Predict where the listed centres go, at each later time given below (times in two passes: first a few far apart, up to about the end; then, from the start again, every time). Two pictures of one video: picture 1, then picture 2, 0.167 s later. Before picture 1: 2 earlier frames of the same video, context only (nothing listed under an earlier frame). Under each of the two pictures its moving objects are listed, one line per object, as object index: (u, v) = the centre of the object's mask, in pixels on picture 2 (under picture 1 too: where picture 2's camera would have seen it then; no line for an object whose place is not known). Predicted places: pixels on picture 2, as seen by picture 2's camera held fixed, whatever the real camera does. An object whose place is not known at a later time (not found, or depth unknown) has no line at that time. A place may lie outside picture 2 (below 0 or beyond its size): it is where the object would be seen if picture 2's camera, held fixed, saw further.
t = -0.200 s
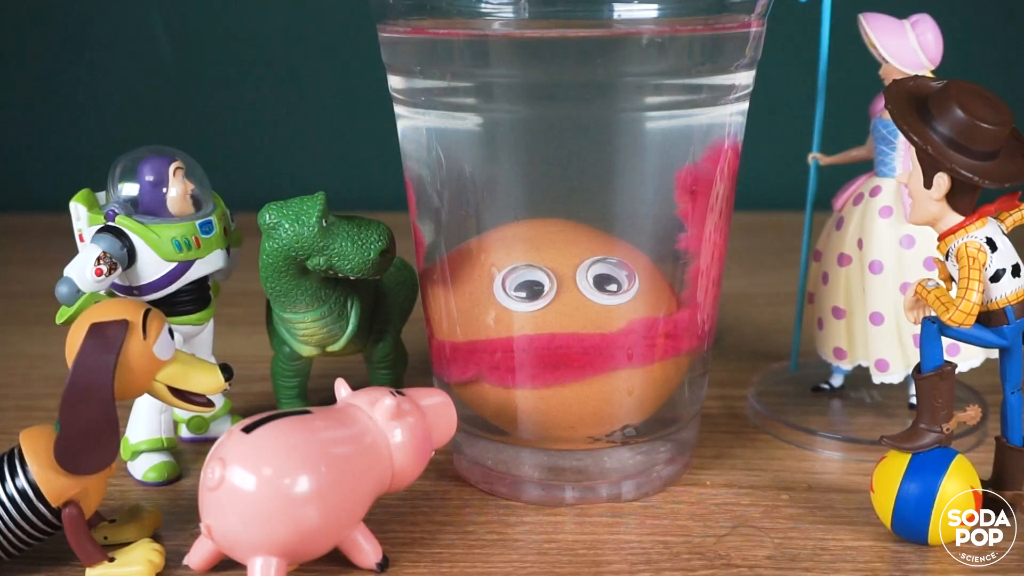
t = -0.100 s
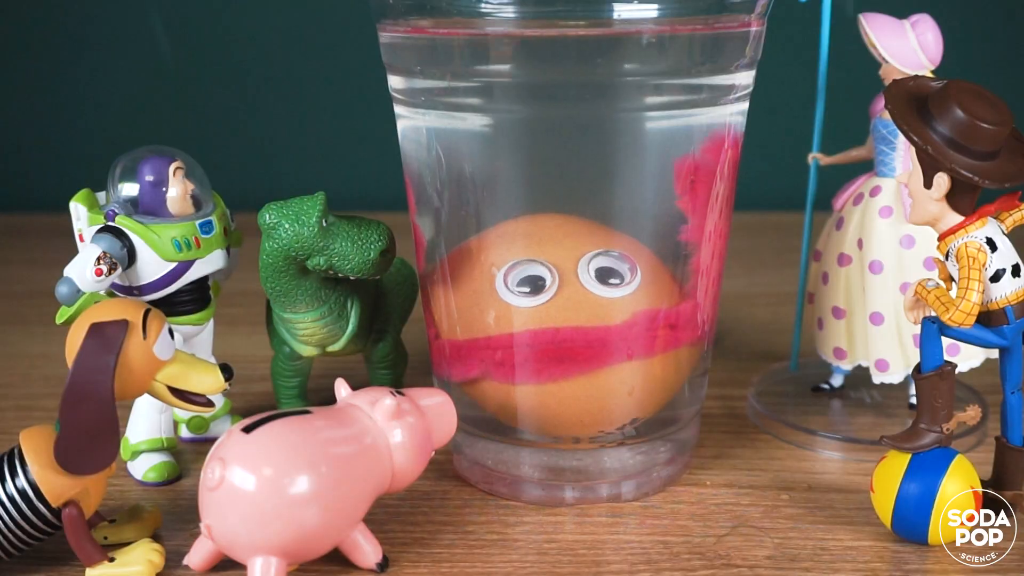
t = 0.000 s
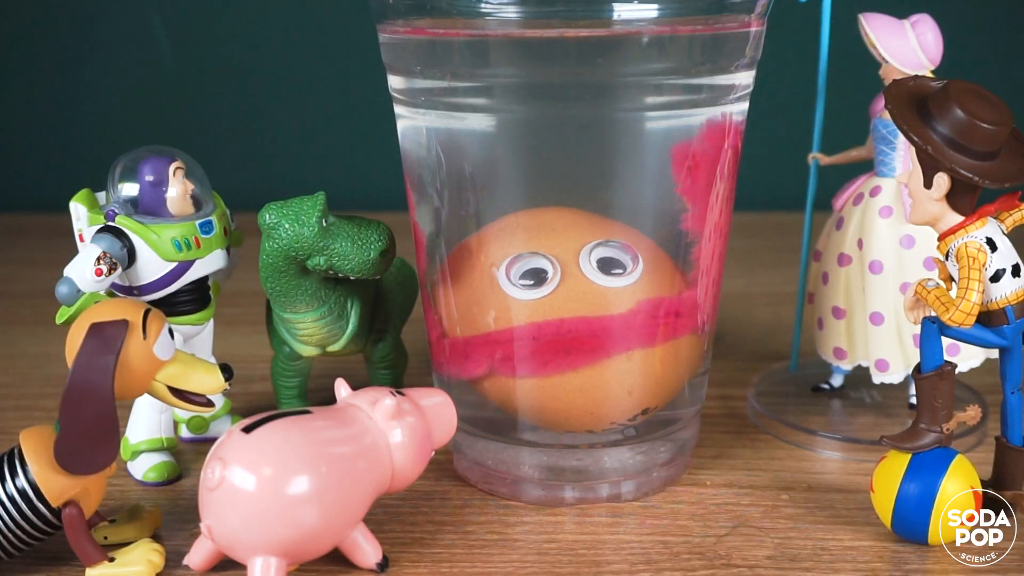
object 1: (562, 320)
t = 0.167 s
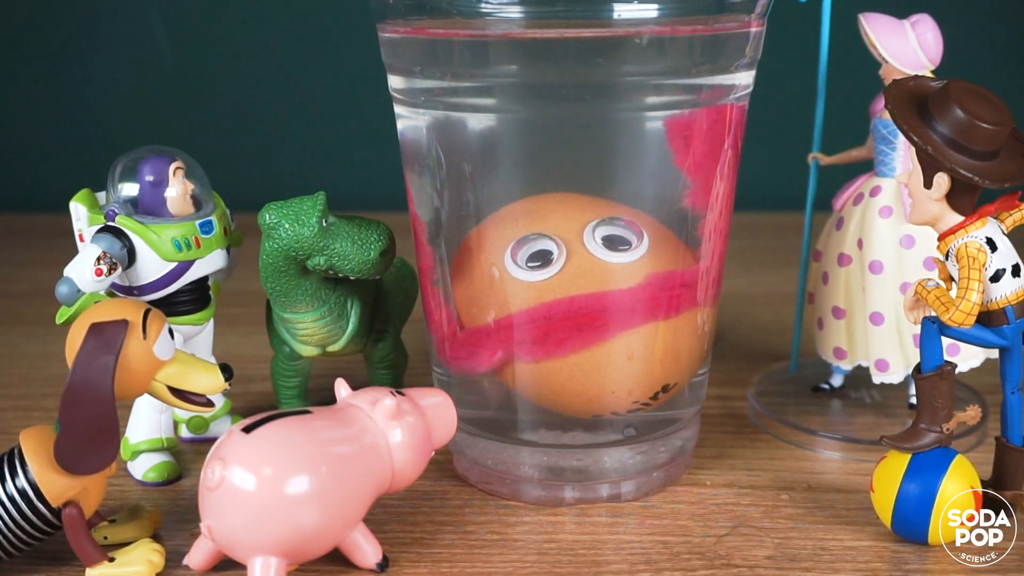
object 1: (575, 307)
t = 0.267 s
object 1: (584, 295)
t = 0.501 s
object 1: (610, 256)
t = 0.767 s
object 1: (610, 219)
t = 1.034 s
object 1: (599, 186)
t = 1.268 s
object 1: (595, 144)
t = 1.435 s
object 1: (570, 138)
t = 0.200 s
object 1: (577, 303)
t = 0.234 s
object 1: (585, 296)
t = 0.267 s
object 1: (584, 295)
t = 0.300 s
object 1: (591, 288)
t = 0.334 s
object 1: (594, 284)
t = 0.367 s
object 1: (597, 279)
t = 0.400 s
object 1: (600, 274)
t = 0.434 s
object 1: (604, 268)
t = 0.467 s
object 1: (606, 262)
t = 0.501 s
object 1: (610, 256)
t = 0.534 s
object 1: (611, 251)
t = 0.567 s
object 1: (614, 244)
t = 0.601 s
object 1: (615, 239)
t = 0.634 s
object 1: (615, 234)
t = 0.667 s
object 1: (616, 229)
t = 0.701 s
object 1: (615, 224)
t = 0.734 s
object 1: (614, 220)
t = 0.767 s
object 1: (610, 219)
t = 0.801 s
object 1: (597, 215)
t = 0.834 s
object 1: (597, 212)
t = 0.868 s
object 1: (596, 207)
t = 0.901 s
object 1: (596, 203)
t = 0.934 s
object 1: (598, 196)
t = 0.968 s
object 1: (599, 191)
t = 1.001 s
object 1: (595, 190)
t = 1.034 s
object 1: (599, 186)
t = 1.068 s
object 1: (634, 179)
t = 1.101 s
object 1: (631, 172)
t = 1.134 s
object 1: (629, 167)
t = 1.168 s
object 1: (625, 159)
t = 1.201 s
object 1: (623, 151)
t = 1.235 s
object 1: (596, 149)
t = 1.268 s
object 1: (595, 144)
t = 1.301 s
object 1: (610, 127)
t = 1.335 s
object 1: (589, 136)
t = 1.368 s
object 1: (587, 128)
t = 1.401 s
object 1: (579, 129)
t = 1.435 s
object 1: (570, 138)
